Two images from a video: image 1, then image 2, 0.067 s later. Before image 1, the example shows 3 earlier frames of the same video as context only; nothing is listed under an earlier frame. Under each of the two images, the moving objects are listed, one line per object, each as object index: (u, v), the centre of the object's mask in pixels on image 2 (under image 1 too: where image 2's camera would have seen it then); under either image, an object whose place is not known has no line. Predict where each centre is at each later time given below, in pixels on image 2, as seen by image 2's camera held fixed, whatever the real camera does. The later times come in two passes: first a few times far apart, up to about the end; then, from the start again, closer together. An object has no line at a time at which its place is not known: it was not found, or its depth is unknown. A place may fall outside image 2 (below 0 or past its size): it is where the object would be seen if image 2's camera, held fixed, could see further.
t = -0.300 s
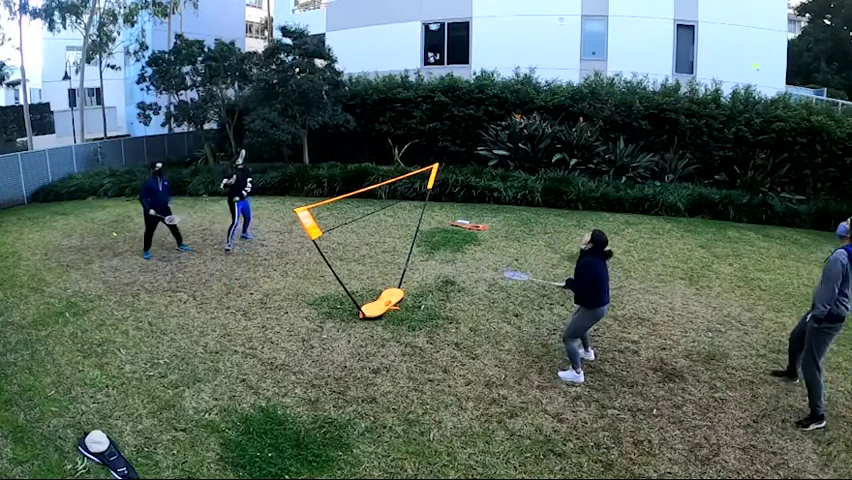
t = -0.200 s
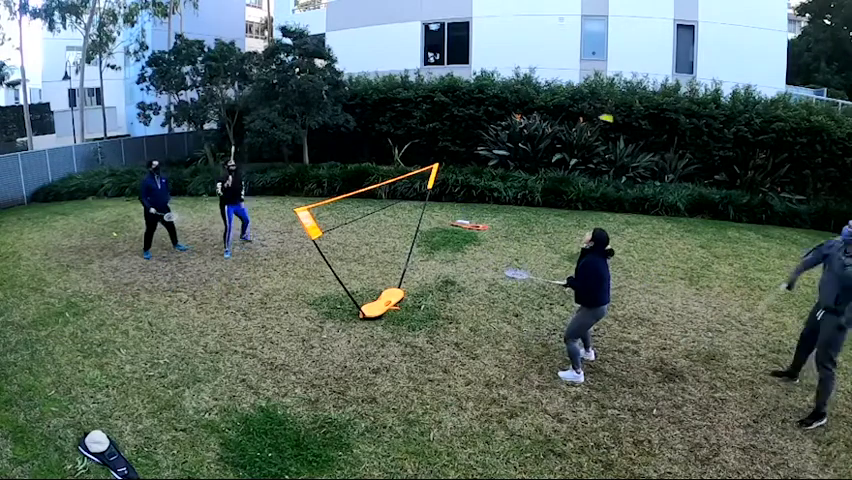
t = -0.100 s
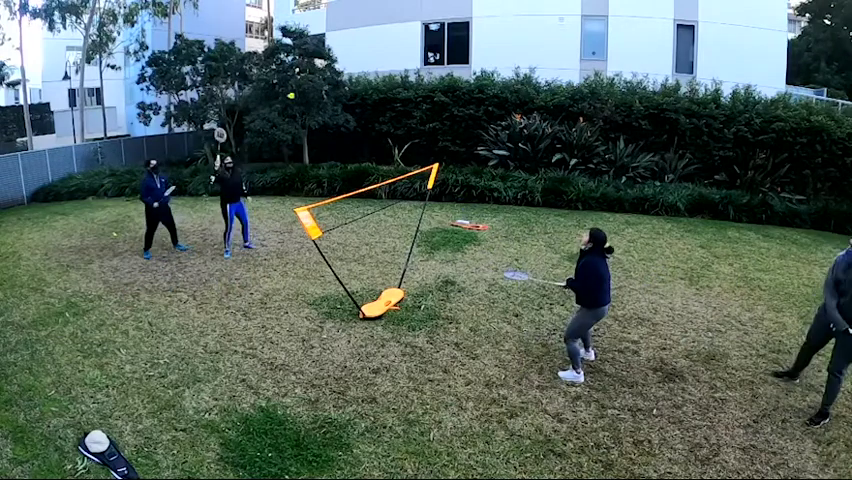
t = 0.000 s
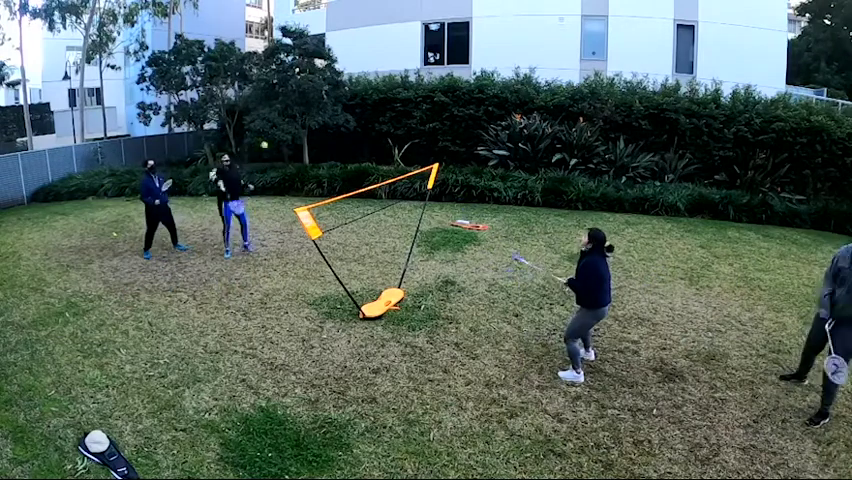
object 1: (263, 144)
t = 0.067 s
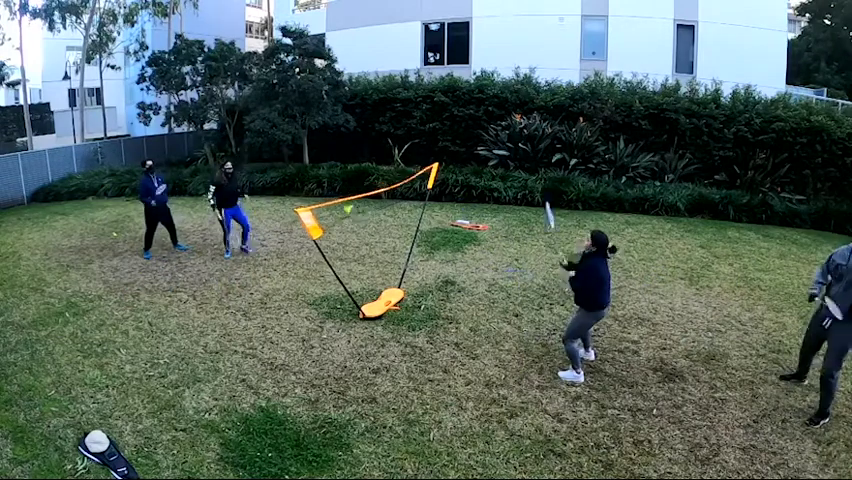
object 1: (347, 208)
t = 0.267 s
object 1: (317, 306)
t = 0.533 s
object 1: (318, 304)
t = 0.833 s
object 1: (318, 304)
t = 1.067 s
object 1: (318, 304)
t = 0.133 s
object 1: (329, 222)
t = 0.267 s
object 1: (317, 306)
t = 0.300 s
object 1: (318, 306)
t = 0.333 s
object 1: (318, 306)
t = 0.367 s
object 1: (319, 304)
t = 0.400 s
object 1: (318, 304)
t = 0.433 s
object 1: (318, 304)
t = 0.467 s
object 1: (317, 304)
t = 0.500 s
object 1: (318, 304)
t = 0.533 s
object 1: (318, 304)
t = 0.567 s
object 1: (318, 304)
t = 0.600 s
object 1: (317, 304)
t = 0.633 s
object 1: (318, 303)
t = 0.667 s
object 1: (318, 304)
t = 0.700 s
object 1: (318, 304)
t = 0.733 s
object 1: (318, 304)
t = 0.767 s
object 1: (318, 304)
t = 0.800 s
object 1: (318, 304)
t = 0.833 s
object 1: (318, 304)
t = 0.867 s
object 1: (318, 304)
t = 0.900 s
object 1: (318, 304)
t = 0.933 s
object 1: (318, 304)
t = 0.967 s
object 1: (318, 304)
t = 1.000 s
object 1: (318, 304)
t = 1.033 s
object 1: (318, 304)
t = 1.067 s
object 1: (318, 304)
